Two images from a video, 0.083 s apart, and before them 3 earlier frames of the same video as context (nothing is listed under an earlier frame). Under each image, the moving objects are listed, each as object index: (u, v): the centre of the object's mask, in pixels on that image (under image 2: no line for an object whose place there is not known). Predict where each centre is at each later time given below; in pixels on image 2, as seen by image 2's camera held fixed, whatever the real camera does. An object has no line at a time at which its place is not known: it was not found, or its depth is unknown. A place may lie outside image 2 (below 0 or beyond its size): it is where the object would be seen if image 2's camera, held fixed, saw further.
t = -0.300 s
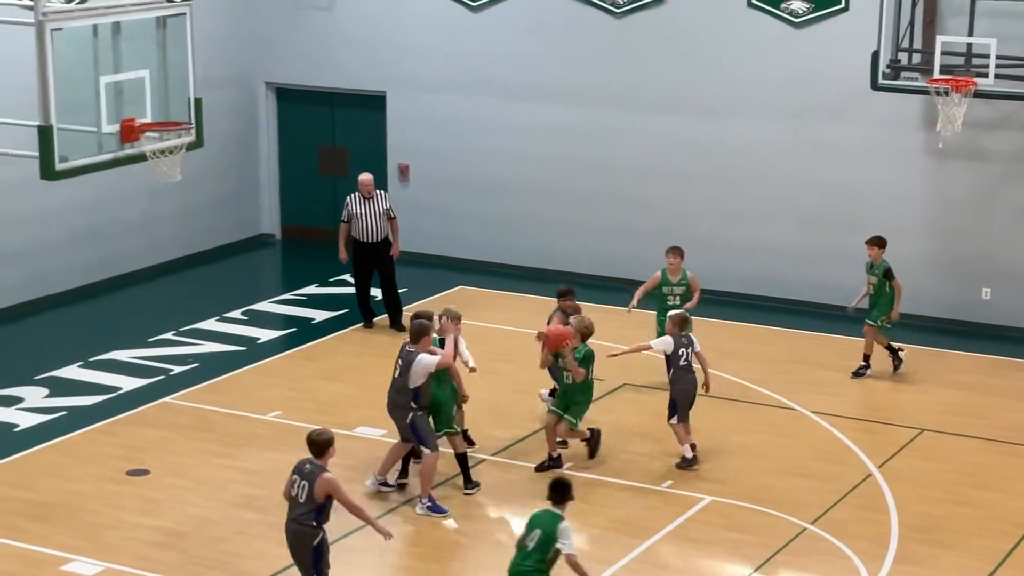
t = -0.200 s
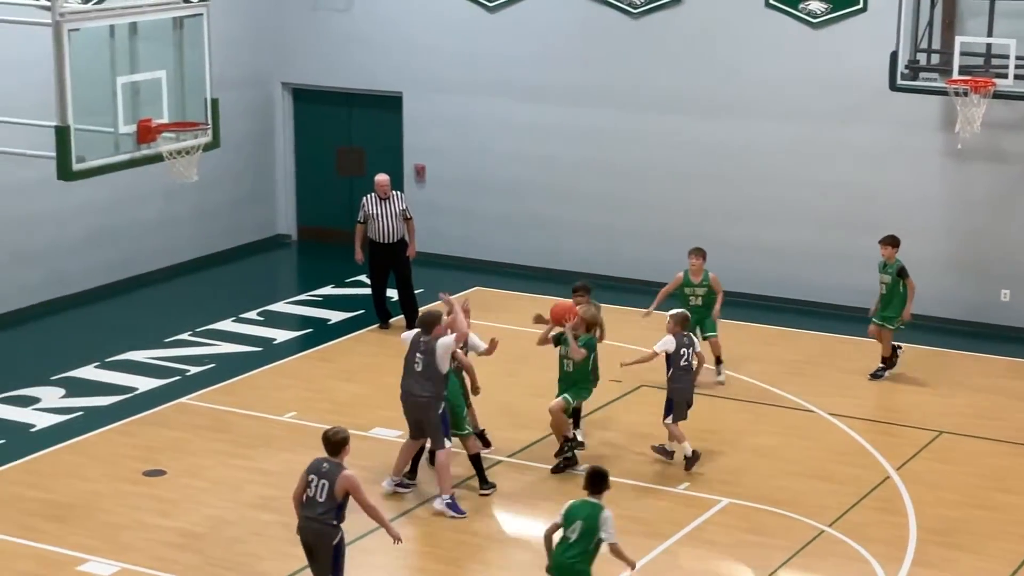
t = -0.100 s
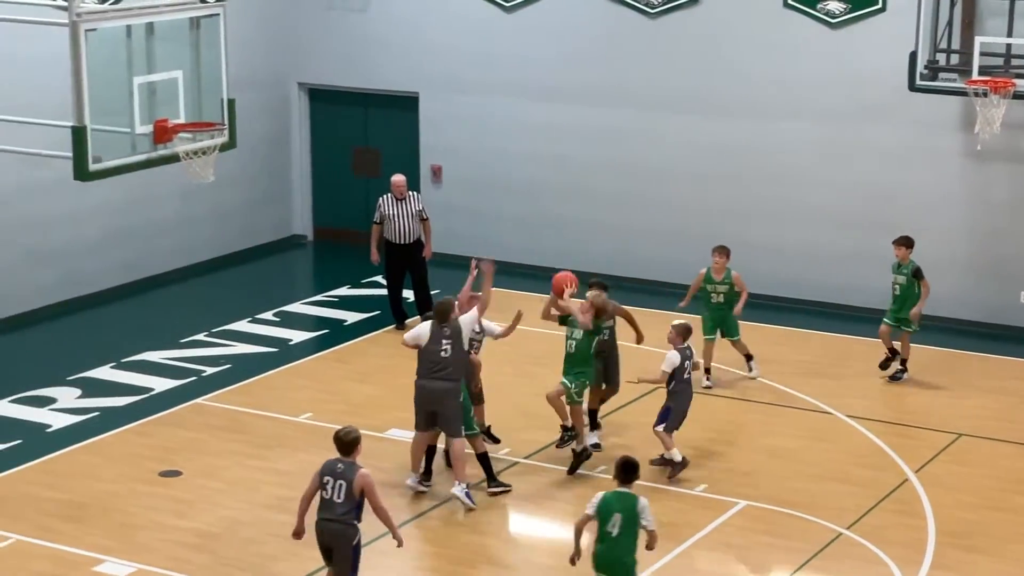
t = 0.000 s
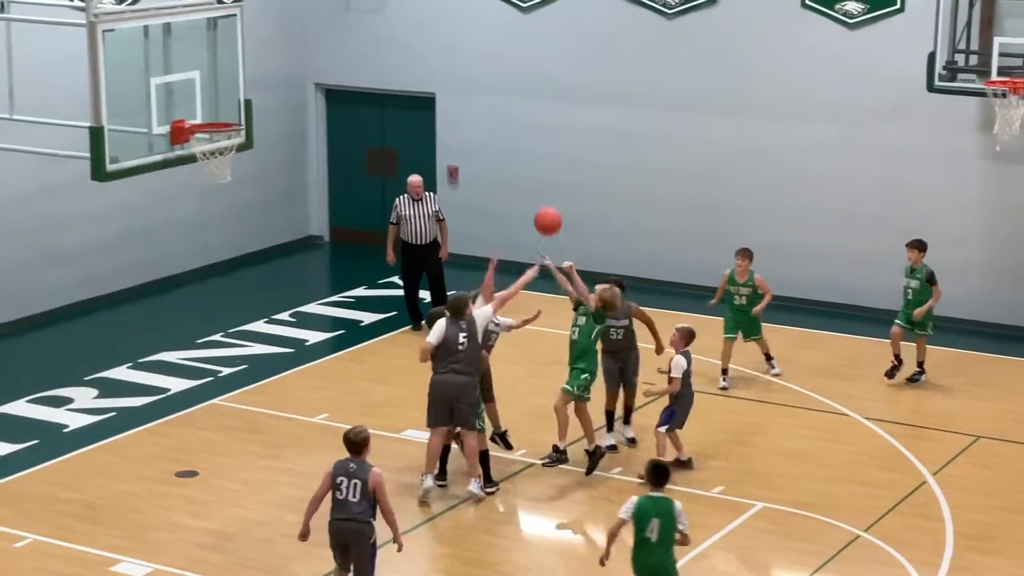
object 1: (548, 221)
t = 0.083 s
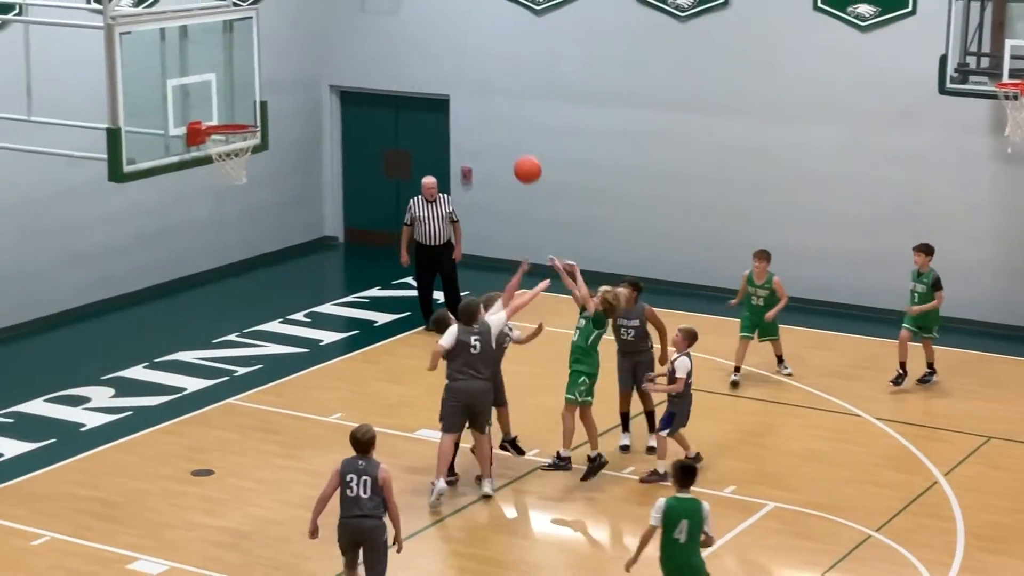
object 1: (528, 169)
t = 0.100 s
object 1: (521, 160)
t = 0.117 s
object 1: (514, 151)
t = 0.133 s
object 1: (508, 141)
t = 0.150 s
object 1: (501, 133)
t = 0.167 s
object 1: (495, 124)
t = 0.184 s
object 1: (488, 117)
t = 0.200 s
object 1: (481, 109)
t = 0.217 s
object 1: (474, 101)
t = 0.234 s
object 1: (468, 94)
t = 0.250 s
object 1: (461, 88)
